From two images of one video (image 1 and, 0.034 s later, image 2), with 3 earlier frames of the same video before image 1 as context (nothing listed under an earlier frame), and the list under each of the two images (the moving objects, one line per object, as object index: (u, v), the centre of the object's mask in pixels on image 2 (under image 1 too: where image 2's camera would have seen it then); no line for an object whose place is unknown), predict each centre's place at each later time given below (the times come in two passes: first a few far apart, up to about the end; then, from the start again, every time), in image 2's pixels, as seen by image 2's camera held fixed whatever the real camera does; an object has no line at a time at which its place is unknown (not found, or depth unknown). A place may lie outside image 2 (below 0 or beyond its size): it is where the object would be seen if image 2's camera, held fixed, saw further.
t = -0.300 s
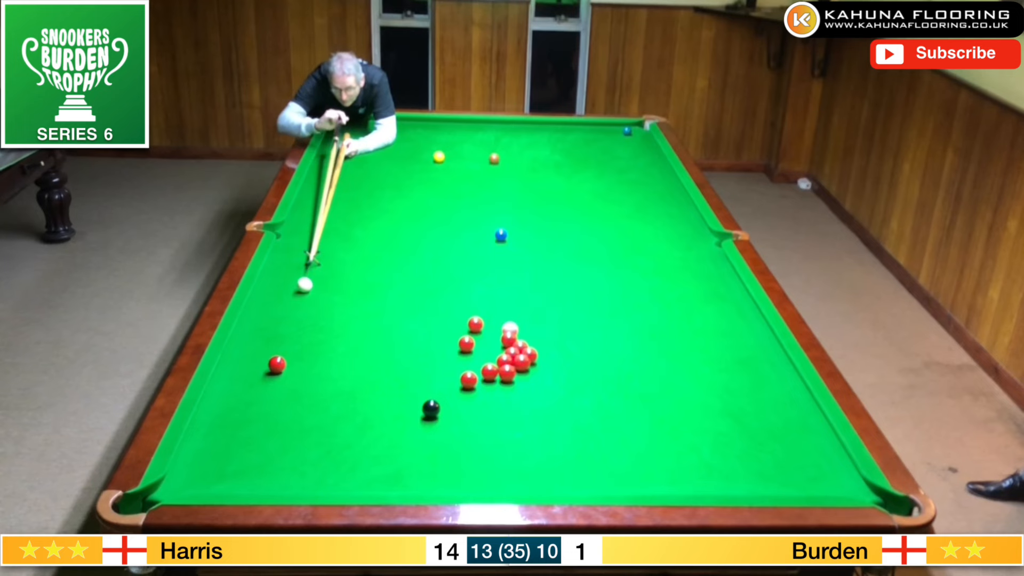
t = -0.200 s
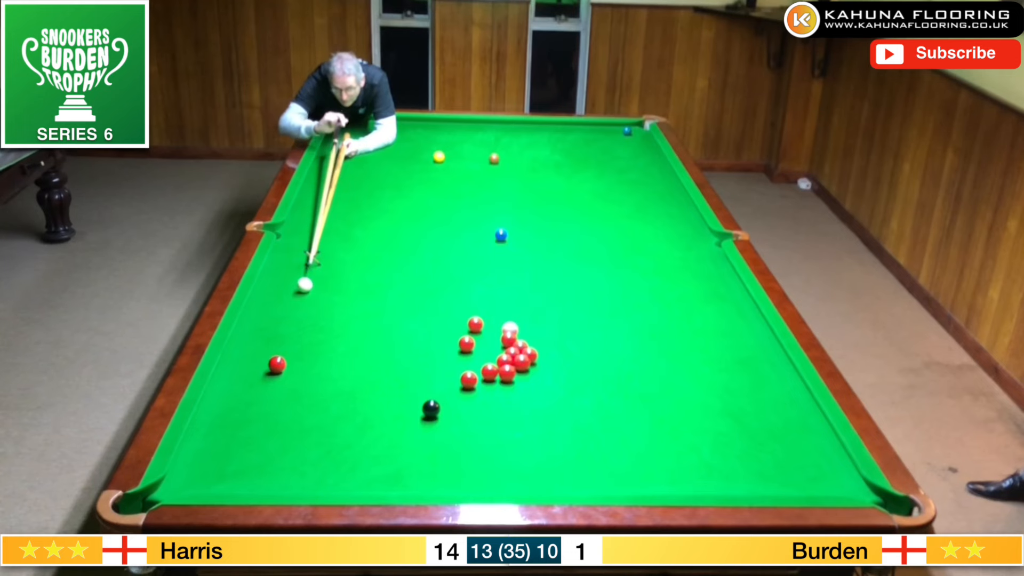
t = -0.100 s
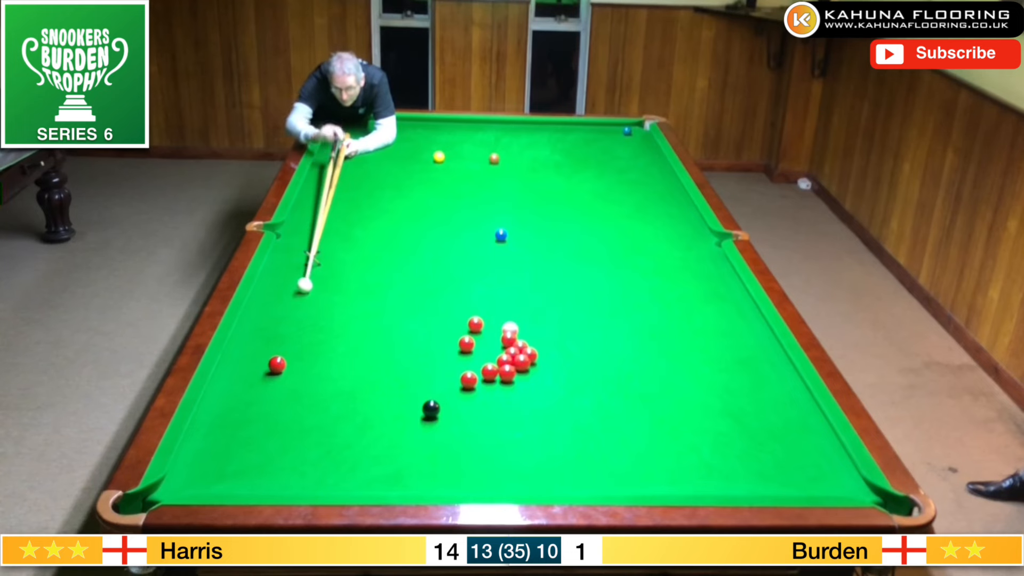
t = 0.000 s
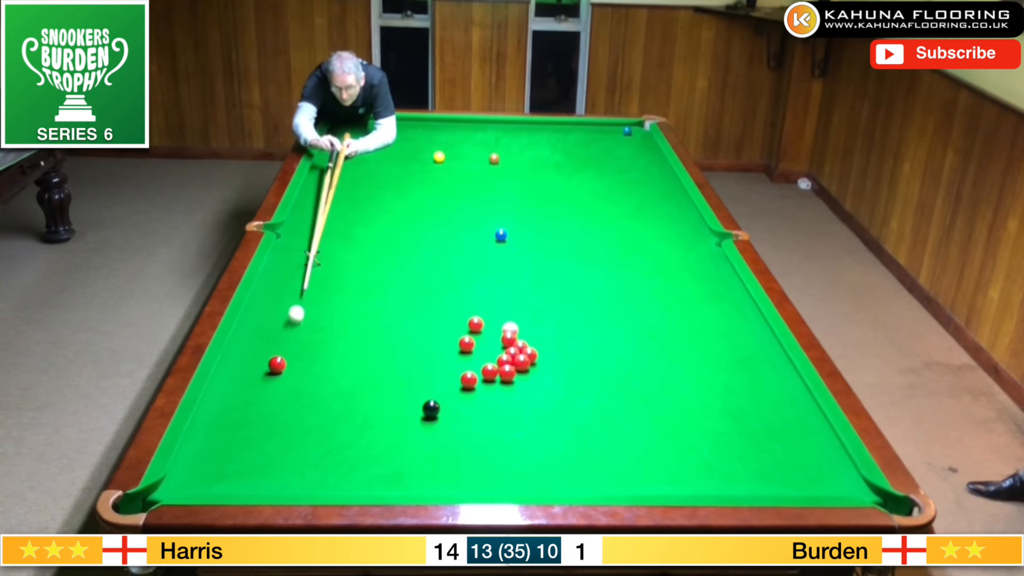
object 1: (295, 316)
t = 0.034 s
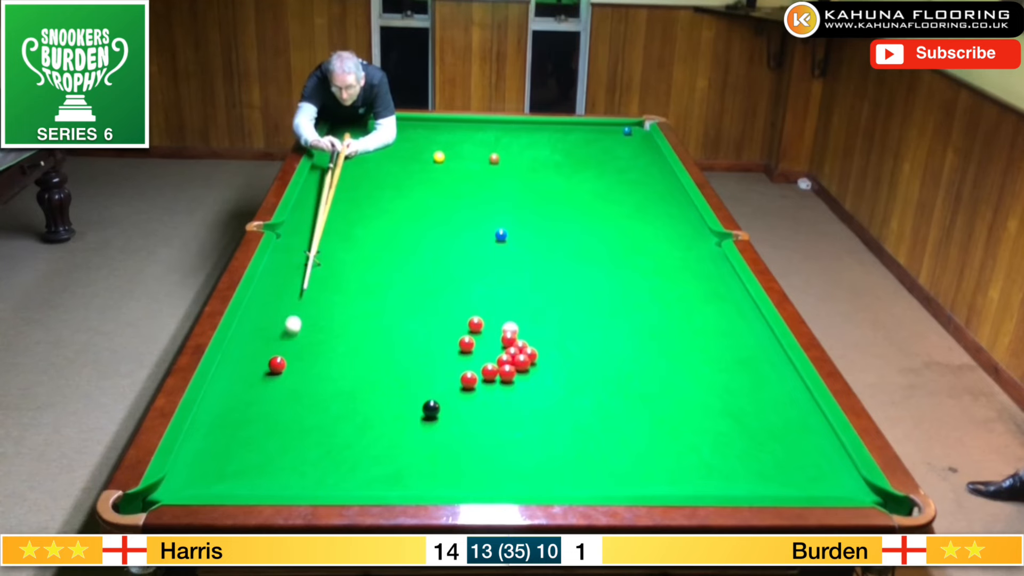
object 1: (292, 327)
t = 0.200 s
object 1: (293, 361)
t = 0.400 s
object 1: (315, 375)
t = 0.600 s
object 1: (336, 389)
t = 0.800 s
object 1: (357, 403)
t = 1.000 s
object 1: (379, 418)
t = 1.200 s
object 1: (401, 432)
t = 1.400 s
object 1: (423, 447)
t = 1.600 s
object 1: (444, 461)
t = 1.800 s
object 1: (466, 475)
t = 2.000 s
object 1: (488, 485)
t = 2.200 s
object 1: (503, 482)
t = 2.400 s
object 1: (516, 478)
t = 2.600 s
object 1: (528, 472)
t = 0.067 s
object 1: (288, 338)
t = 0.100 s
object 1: (287, 347)
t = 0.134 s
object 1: (286, 355)
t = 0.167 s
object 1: (289, 359)
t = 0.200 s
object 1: (293, 361)
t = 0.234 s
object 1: (297, 363)
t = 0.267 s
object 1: (301, 365)
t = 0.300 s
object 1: (304, 368)
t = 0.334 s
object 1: (308, 369)
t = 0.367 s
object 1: (311, 372)
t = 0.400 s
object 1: (315, 375)
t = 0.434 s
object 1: (318, 377)
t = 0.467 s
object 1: (322, 379)
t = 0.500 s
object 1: (326, 381)
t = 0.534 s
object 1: (329, 384)
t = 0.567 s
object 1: (333, 387)
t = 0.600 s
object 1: (336, 389)
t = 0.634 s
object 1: (340, 391)
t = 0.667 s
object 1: (343, 394)
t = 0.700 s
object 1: (347, 396)
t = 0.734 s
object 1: (350, 398)
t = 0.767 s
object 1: (354, 401)
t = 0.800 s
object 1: (357, 403)
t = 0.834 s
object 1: (361, 406)
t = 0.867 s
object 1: (365, 408)
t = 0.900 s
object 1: (368, 410)
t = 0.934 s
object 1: (372, 413)
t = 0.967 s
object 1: (375, 415)
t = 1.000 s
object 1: (379, 418)
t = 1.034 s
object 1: (383, 420)
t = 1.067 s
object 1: (386, 422)
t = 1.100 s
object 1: (390, 425)
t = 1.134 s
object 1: (394, 427)
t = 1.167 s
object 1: (397, 429)
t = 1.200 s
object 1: (401, 432)
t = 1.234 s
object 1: (404, 434)
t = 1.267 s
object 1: (408, 436)
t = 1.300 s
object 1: (412, 440)
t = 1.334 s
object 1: (415, 441)
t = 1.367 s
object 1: (419, 445)
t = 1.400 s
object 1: (423, 447)
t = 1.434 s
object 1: (426, 449)
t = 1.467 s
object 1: (430, 451)
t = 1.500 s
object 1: (434, 453)
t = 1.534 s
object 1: (437, 457)
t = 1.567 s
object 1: (441, 458)
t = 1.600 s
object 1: (444, 461)
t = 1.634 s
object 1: (448, 464)
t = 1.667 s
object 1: (451, 466)
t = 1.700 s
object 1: (455, 468)
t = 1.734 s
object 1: (459, 471)
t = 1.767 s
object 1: (462, 473)
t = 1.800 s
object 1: (466, 475)
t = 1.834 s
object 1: (469, 477)
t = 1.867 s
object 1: (473, 480)
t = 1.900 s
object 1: (477, 481)
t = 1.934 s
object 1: (480, 482)
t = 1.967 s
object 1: (484, 483)
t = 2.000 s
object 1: (488, 485)
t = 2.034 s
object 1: (491, 486)
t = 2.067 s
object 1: (494, 485)
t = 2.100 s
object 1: (496, 485)
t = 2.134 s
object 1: (498, 484)
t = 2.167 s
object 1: (501, 483)
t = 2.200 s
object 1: (503, 482)
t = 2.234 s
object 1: (505, 482)
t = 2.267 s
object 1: (507, 481)
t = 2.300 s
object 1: (510, 480)
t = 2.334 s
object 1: (512, 479)
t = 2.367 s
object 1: (514, 479)
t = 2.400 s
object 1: (516, 478)
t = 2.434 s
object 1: (518, 477)
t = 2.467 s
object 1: (520, 476)
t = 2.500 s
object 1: (522, 476)
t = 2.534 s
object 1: (524, 474)
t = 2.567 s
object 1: (526, 473)
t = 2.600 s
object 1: (528, 472)
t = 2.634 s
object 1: (529, 471)
